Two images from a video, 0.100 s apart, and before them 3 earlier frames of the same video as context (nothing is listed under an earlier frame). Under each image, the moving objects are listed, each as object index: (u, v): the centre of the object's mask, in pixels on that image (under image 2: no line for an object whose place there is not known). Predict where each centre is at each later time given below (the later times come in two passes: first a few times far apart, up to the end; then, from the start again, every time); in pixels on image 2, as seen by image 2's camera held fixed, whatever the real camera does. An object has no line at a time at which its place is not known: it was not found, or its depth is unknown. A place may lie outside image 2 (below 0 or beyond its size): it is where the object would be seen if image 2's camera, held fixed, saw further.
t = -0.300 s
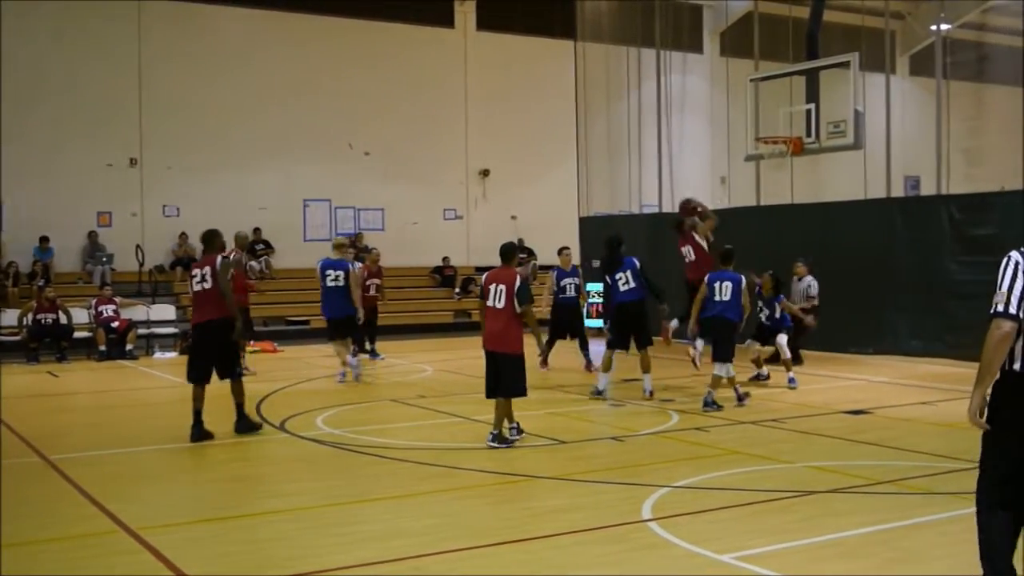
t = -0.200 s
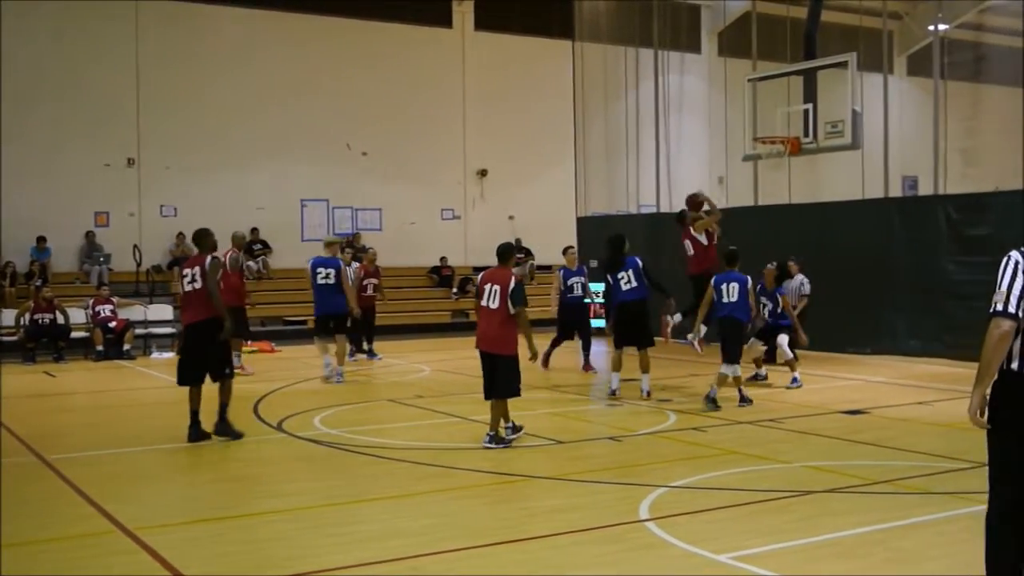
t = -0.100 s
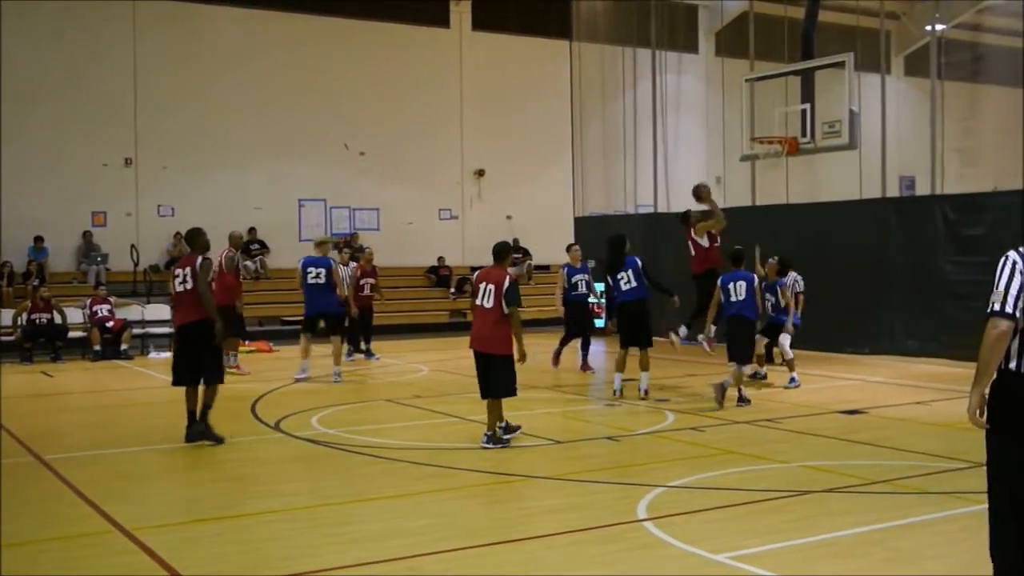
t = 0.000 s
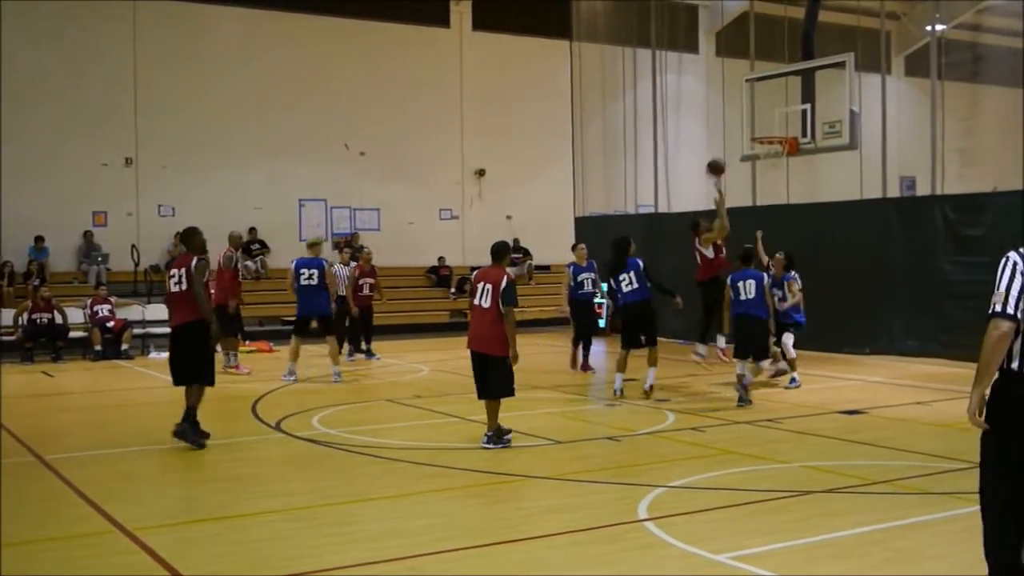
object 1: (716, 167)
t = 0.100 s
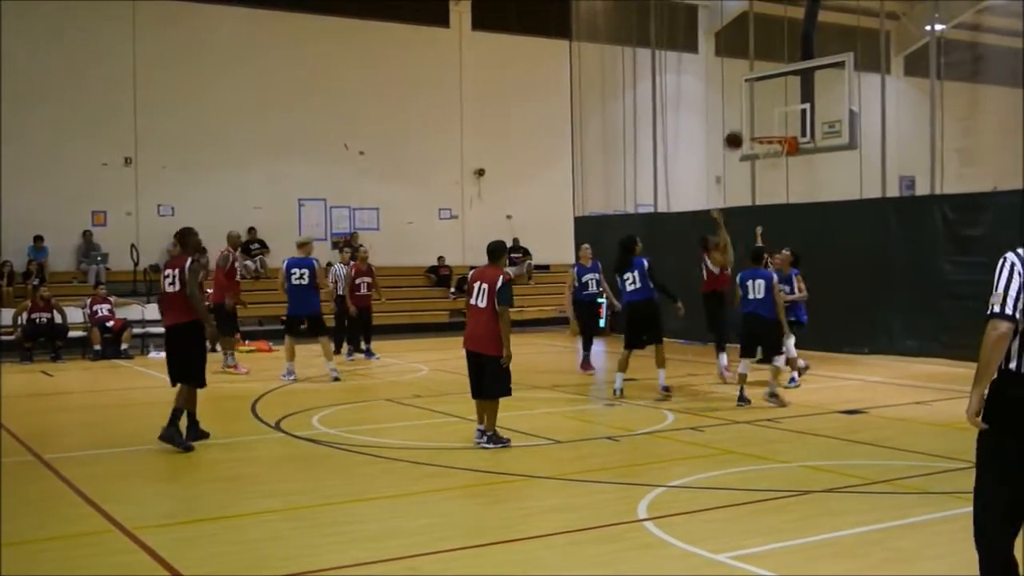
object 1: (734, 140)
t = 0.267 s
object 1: (762, 114)
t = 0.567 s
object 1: (753, 128)
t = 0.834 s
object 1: (763, 128)
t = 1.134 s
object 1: (777, 131)
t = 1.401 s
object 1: (775, 157)
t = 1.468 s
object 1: (771, 160)
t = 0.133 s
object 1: (740, 132)
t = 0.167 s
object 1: (747, 126)
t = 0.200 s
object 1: (753, 120)
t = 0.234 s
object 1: (759, 116)
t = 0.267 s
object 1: (762, 114)
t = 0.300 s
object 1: (761, 112)
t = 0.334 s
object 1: (760, 112)
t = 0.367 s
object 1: (759, 112)
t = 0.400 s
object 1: (757, 114)
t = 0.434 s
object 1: (756, 117)
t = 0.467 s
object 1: (755, 120)
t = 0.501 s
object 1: (753, 124)
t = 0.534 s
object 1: (753, 129)
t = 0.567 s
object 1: (753, 128)
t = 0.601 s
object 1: (755, 125)
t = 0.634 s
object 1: (755, 124)
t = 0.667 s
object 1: (756, 125)
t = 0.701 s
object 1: (757, 125)
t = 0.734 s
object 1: (758, 127)
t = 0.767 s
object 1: (759, 129)
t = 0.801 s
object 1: (761, 128)
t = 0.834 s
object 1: (763, 128)
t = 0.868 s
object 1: (765, 128)
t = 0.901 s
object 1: (767, 128)
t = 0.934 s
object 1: (769, 129)
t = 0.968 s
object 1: (771, 129)
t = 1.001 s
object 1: (773, 129)
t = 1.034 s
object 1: (774, 130)
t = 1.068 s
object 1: (776, 130)
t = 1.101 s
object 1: (776, 131)
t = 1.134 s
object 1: (777, 131)
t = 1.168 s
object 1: (776, 135)
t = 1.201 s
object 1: (776, 141)
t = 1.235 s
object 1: (777, 145)
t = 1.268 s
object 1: (777, 147)
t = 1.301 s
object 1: (778, 151)
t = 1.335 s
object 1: (777, 154)
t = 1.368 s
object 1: (776, 156)
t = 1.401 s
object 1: (775, 157)
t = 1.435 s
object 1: (773, 160)
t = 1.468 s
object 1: (771, 160)
